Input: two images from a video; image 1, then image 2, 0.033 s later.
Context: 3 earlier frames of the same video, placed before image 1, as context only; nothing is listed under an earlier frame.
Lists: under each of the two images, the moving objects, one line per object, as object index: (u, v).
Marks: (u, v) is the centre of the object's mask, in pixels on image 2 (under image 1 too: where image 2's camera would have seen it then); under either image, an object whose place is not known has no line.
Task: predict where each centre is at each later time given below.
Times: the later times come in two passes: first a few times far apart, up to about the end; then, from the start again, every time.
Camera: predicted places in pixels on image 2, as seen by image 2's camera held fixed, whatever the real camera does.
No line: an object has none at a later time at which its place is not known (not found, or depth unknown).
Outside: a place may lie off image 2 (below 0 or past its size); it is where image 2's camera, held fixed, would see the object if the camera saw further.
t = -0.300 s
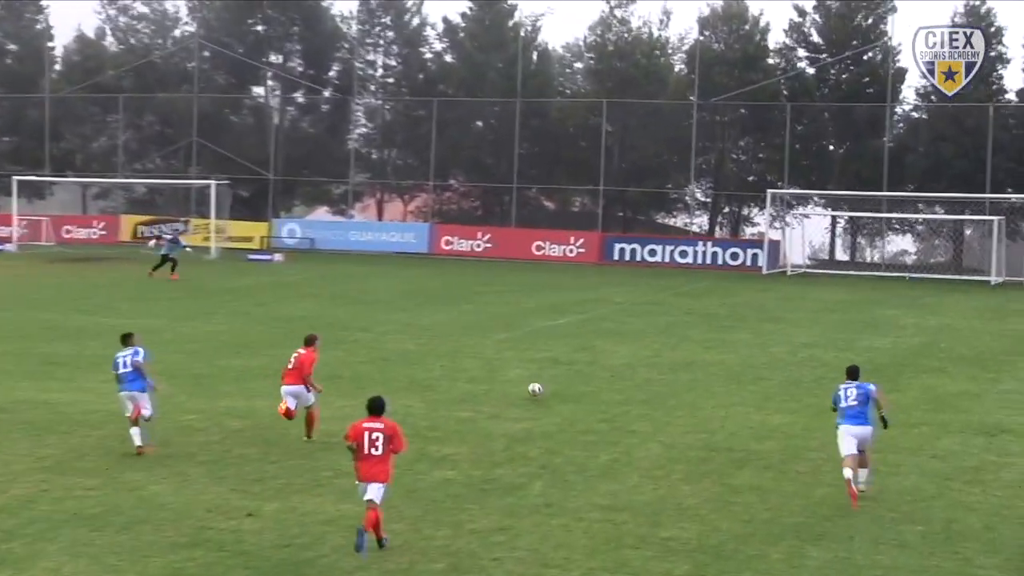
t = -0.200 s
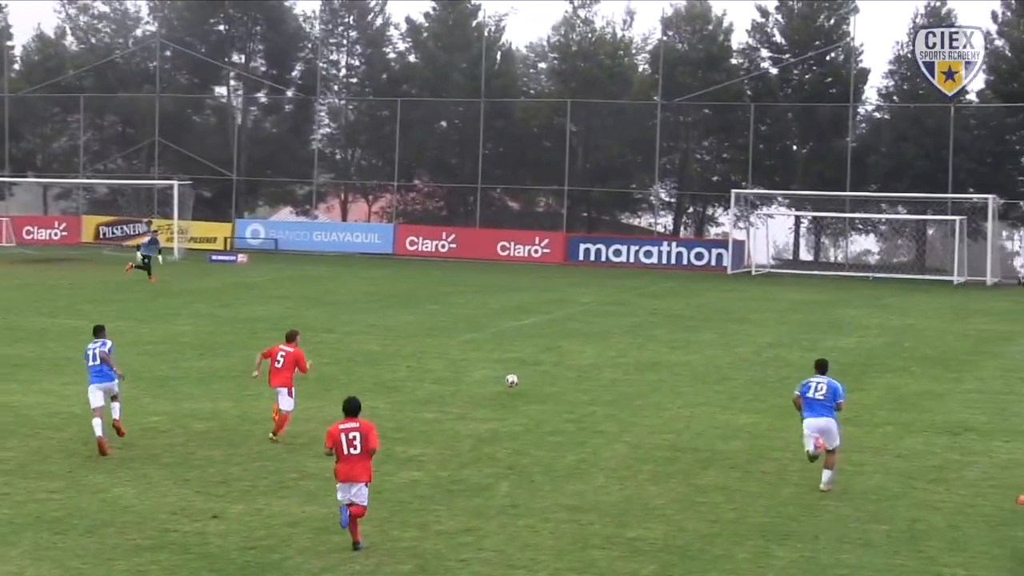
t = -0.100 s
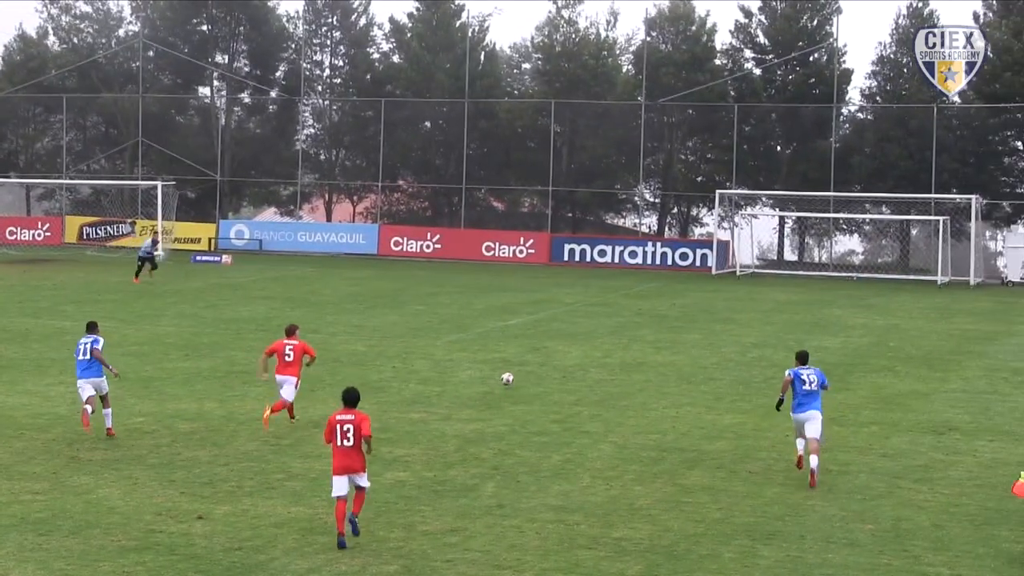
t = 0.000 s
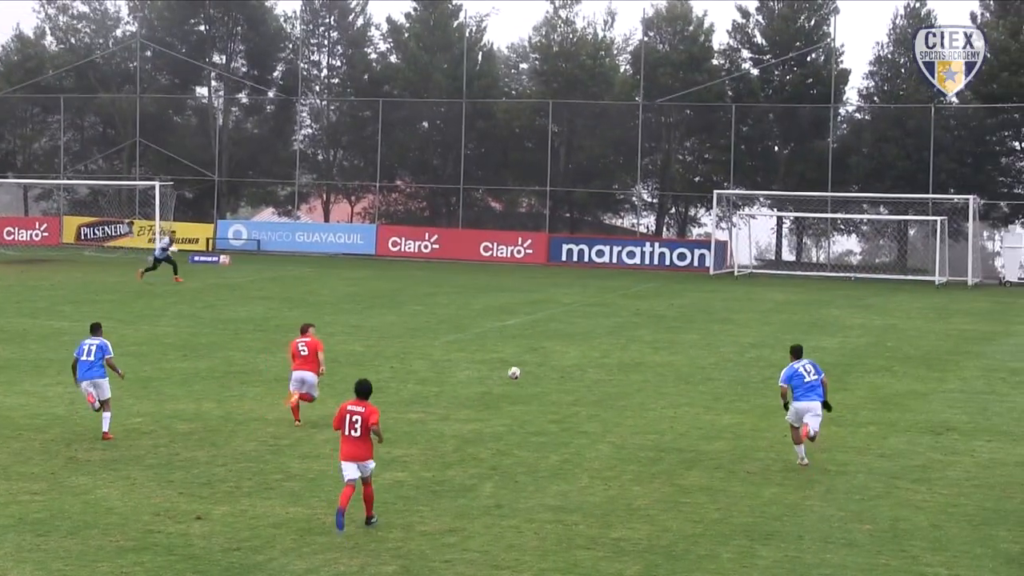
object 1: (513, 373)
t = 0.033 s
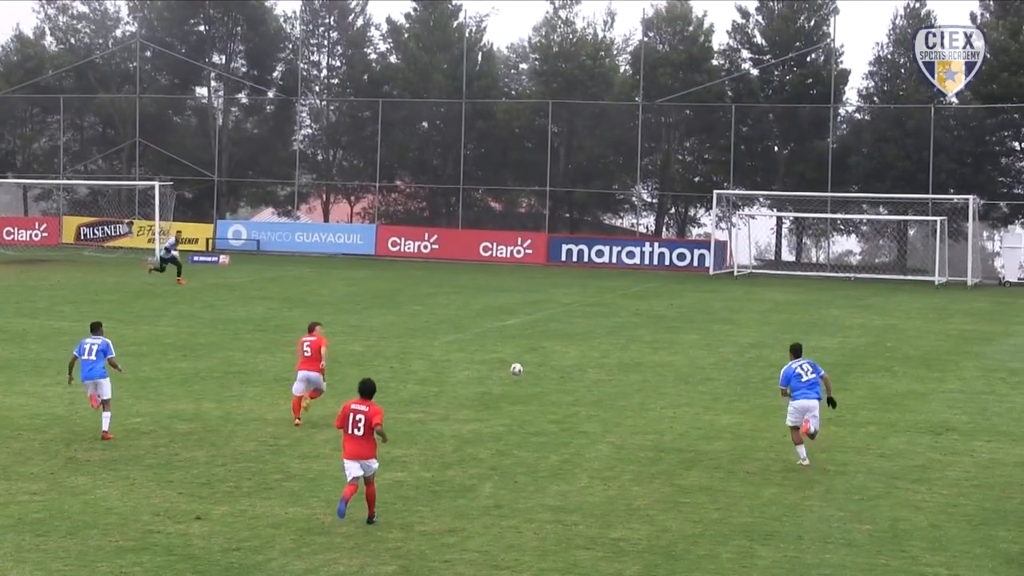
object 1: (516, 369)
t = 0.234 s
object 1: (529, 361)
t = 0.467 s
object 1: (544, 352)
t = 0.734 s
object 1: (559, 344)
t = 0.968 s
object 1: (570, 337)
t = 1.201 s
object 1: (578, 330)
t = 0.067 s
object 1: (518, 366)
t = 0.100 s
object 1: (521, 363)
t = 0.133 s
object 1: (523, 362)
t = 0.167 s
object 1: (525, 361)
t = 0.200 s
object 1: (528, 361)
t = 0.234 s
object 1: (529, 361)
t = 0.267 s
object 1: (531, 362)
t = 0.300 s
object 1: (534, 361)
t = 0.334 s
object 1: (536, 359)
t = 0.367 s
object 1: (538, 356)
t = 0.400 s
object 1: (540, 353)
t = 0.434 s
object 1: (542, 352)
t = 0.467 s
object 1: (544, 352)
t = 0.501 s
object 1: (546, 351)
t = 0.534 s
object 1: (548, 351)
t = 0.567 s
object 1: (550, 349)
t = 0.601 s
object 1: (552, 346)
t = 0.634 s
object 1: (554, 345)
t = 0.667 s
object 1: (556, 344)
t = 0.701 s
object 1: (557, 344)
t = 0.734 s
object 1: (559, 344)
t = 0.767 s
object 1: (561, 343)
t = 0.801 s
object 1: (563, 342)
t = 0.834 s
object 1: (564, 341)
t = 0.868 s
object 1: (566, 340)
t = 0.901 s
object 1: (567, 339)
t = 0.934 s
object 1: (568, 338)
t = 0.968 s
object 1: (570, 337)
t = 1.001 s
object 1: (571, 336)
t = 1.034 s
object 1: (572, 335)
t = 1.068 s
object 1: (574, 334)
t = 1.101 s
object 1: (575, 332)
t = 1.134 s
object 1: (576, 331)
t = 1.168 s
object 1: (577, 331)
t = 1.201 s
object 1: (578, 330)
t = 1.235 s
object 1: (579, 329)
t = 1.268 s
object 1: (579, 328)
